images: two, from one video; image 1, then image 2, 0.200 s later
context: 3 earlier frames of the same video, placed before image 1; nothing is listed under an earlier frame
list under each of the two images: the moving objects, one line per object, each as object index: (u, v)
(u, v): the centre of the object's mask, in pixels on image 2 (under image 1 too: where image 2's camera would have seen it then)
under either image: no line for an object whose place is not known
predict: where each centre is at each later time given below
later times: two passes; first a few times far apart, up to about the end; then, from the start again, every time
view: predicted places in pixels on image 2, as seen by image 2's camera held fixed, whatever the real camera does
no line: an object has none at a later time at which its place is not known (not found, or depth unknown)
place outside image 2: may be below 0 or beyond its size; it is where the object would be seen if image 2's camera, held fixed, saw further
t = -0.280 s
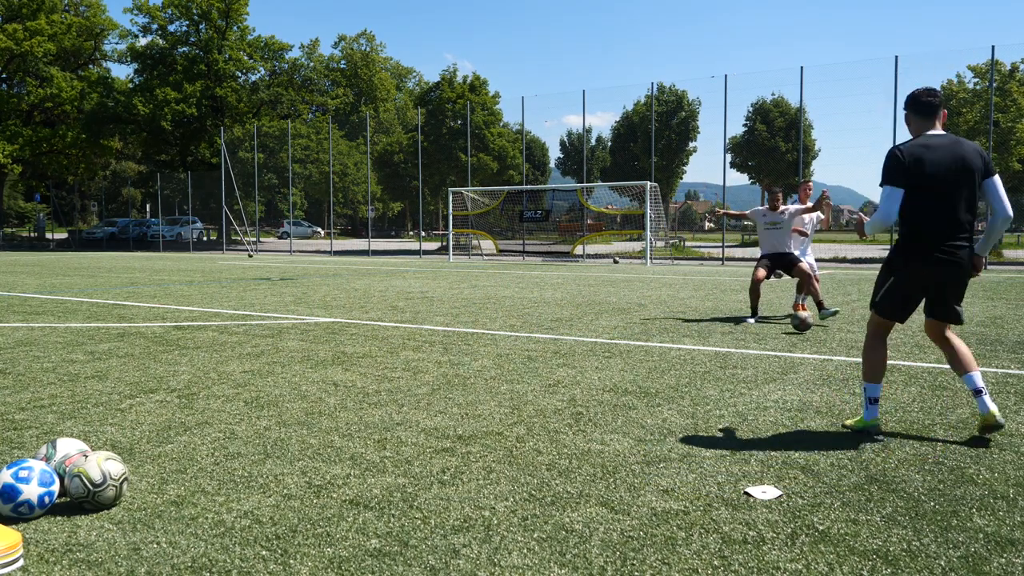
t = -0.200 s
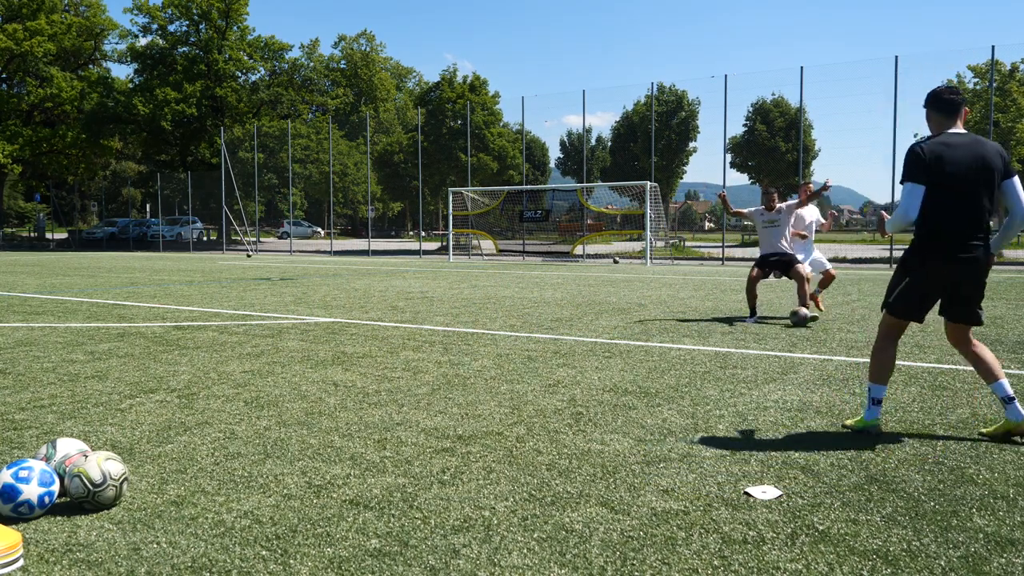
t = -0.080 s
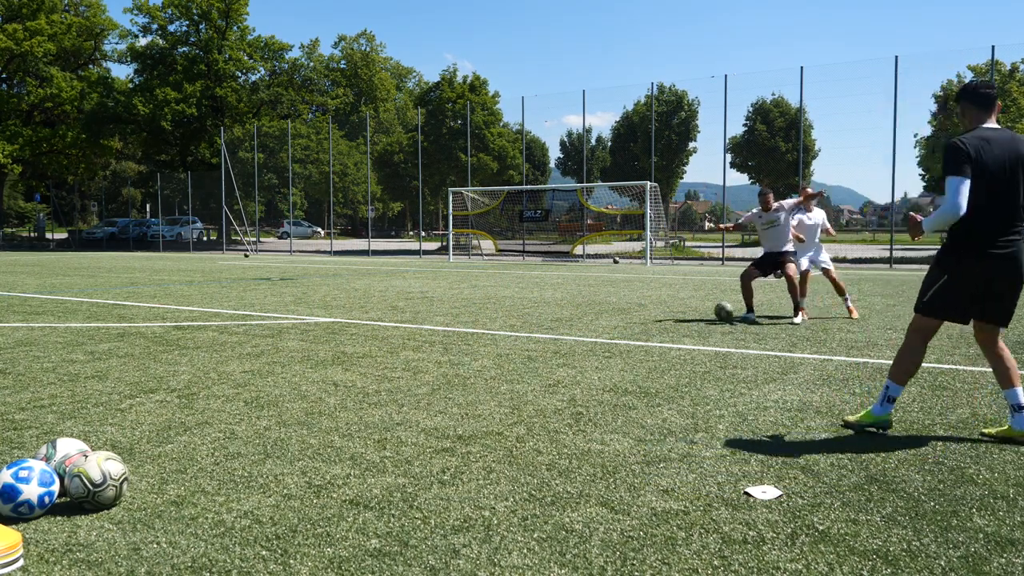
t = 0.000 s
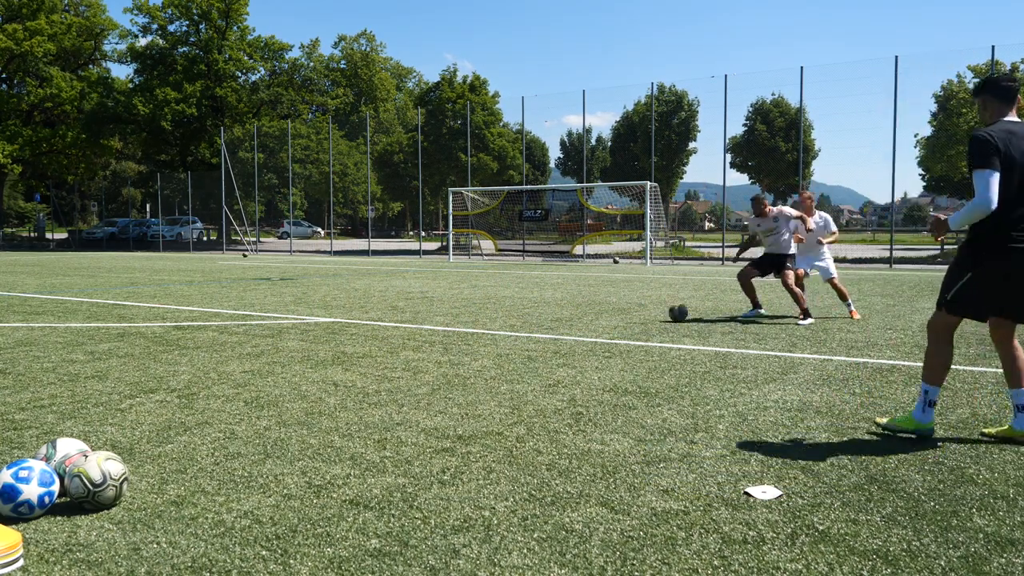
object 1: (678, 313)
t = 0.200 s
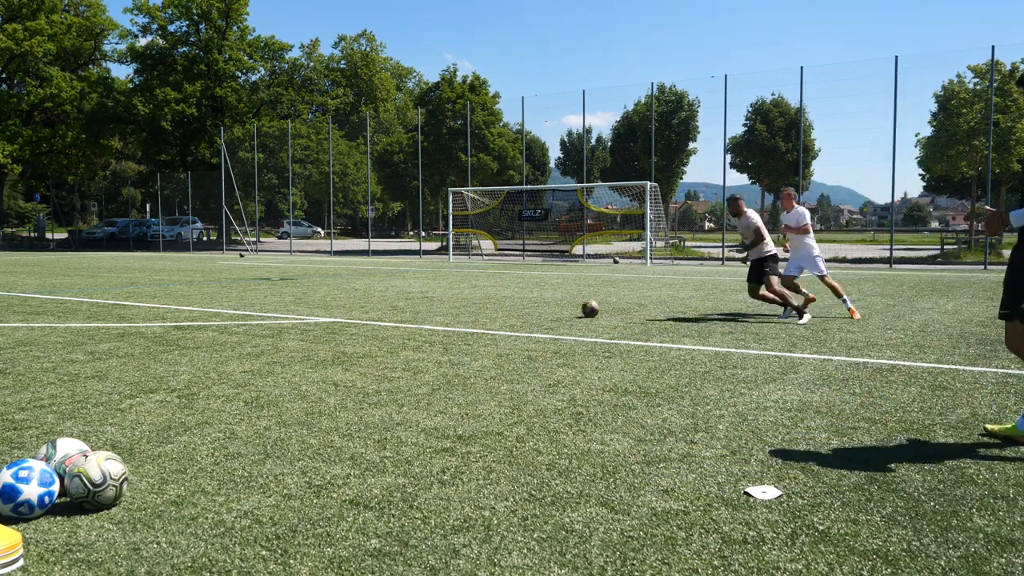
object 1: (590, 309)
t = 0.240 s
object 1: (577, 306)
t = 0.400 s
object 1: (530, 306)
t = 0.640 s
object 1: (478, 301)
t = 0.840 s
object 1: (441, 300)
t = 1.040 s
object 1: (408, 297)
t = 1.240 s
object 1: (378, 295)
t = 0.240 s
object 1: (577, 306)
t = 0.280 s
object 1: (565, 304)
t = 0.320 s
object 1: (553, 304)
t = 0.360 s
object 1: (541, 305)
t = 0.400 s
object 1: (530, 306)
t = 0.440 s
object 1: (520, 303)
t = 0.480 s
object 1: (511, 302)
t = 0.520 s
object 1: (503, 301)
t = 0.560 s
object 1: (494, 302)
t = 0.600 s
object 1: (485, 302)
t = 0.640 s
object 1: (478, 301)
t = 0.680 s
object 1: (470, 301)
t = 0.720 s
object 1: (462, 301)
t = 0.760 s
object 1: (455, 300)
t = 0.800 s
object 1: (448, 300)
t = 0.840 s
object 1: (441, 300)
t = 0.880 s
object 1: (434, 299)
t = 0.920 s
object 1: (427, 299)
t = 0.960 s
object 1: (421, 298)
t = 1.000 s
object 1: (414, 297)
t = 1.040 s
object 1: (408, 297)
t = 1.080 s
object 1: (402, 296)
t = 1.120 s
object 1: (395, 296)
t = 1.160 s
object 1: (389, 296)
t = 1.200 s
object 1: (383, 295)
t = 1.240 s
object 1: (378, 295)
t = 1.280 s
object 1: (372, 295)
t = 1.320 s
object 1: (367, 294)
